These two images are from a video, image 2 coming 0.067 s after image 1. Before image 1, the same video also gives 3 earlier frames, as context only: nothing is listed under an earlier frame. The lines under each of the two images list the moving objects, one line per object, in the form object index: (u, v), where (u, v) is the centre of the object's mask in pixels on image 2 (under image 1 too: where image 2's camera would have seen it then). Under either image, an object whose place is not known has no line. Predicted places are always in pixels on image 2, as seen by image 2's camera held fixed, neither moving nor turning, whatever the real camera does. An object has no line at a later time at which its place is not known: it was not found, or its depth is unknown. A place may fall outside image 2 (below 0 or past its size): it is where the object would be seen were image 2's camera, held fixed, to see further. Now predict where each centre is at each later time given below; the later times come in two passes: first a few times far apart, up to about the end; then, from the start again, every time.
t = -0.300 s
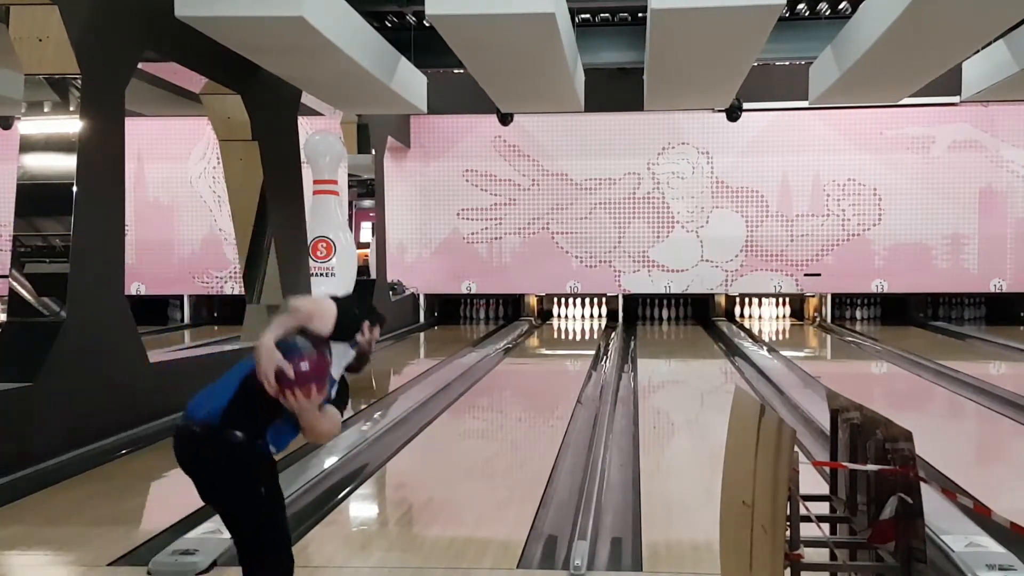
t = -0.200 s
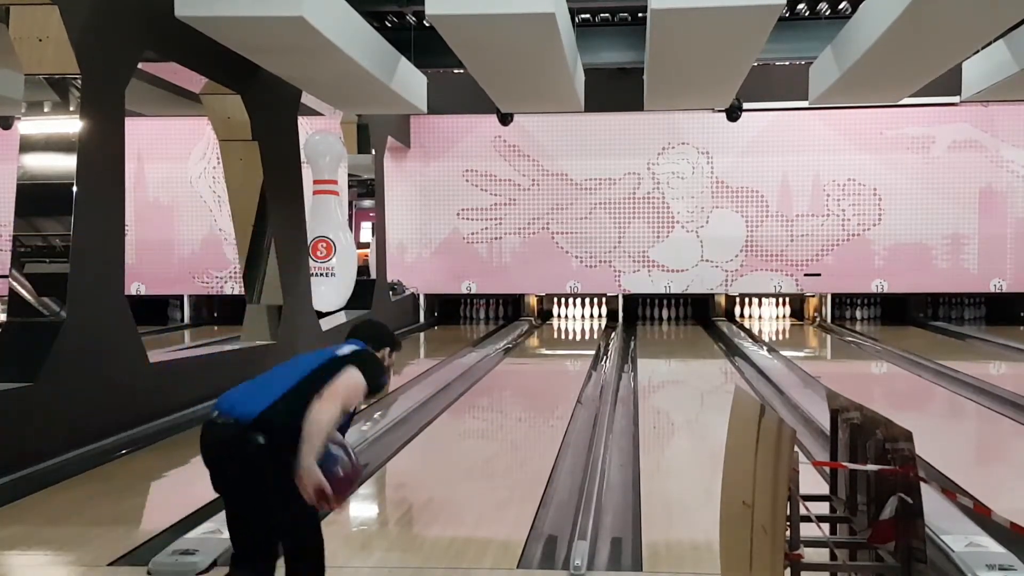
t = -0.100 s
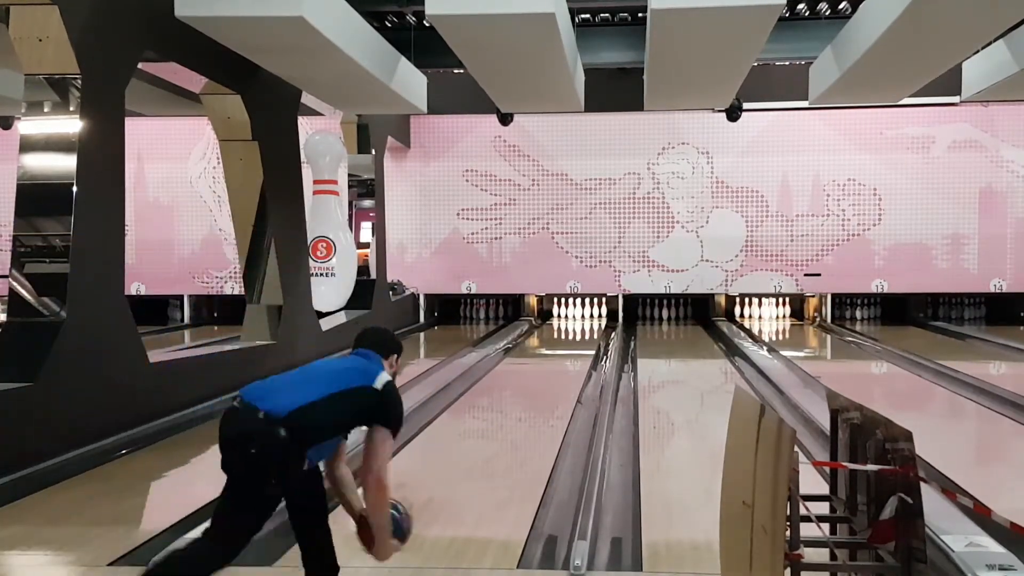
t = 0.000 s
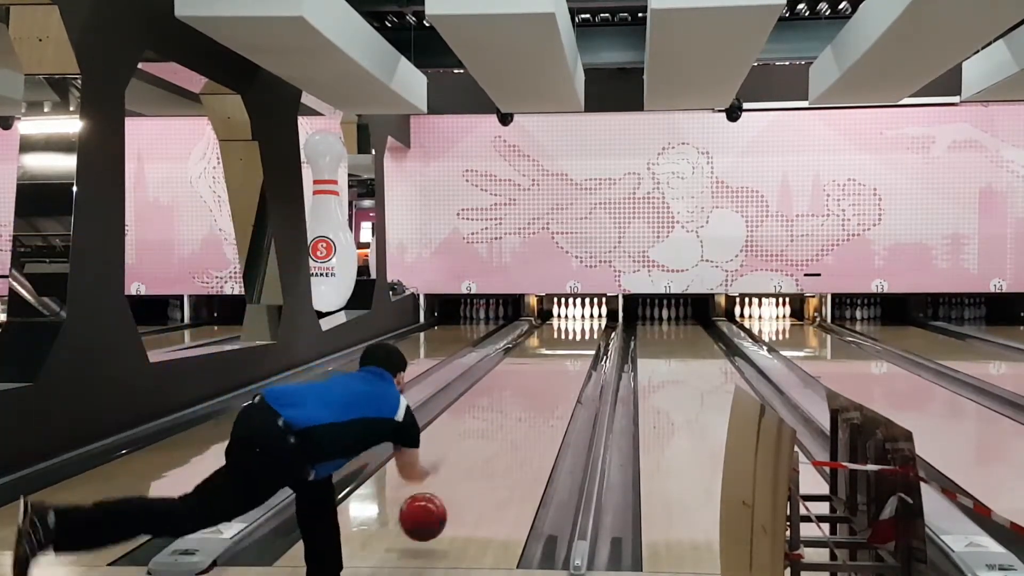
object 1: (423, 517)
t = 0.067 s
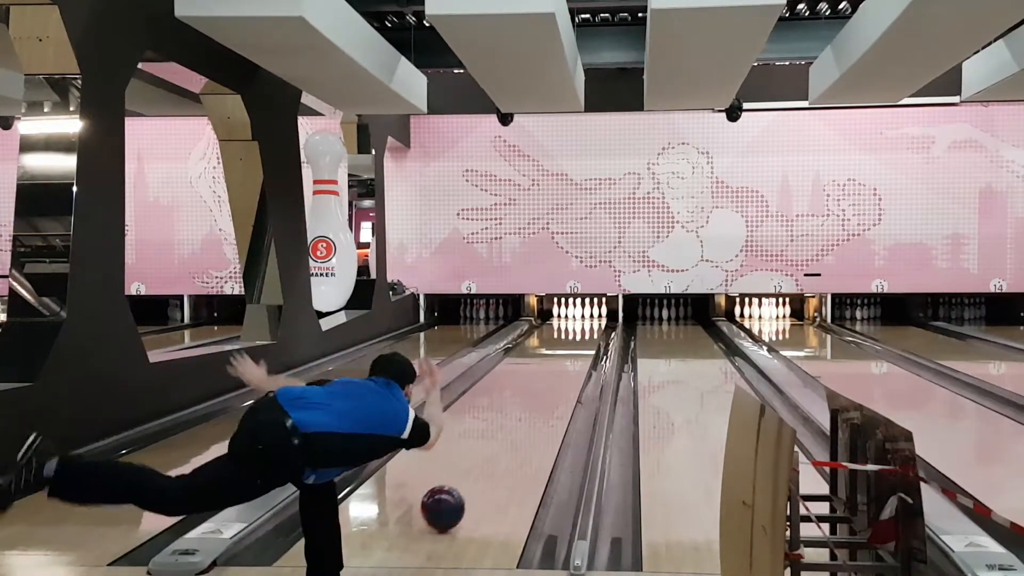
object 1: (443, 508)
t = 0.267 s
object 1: (486, 458)
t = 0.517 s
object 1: (521, 417)
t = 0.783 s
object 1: (545, 387)
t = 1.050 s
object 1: (562, 367)
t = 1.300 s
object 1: (572, 353)
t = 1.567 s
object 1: (579, 341)
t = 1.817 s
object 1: (583, 332)
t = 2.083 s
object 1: (584, 324)
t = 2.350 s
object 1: (582, 318)
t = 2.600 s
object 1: (579, 314)
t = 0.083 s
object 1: (447, 502)
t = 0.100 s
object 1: (451, 497)
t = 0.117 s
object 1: (455, 493)
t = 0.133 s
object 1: (459, 489)
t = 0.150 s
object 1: (463, 485)
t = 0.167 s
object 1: (467, 480)
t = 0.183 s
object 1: (470, 476)
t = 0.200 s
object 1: (474, 473)
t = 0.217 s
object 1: (477, 469)
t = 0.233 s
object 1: (480, 465)
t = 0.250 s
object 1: (483, 462)
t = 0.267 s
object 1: (486, 458)
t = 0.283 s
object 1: (489, 455)
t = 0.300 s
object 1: (492, 451)
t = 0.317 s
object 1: (495, 448)
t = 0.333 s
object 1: (497, 445)
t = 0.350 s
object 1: (500, 442)
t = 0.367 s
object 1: (502, 439)
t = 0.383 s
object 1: (504, 437)
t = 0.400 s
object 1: (507, 434)
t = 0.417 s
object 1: (509, 431)
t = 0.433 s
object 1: (511, 429)
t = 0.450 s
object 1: (513, 426)
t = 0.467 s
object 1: (515, 424)
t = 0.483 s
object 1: (517, 421)
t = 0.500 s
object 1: (519, 419)
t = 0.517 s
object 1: (521, 417)
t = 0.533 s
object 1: (523, 414)
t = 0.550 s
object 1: (525, 413)
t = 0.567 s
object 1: (526, 410)
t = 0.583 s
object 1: (528, 408)
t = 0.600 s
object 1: (530, 406)
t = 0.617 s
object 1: (531, 404)
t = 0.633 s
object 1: (533, 402)
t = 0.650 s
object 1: (534, 401)
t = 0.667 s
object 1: (536, 399)
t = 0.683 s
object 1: (537, 397)
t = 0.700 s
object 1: (539, 395)
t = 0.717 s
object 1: (540, 394)
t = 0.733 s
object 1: (541, 392)
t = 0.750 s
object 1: (543, 390)
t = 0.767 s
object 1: (544, 389)
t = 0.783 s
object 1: (545, 387)
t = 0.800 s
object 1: (547, 386)
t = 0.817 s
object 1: (548, 384)
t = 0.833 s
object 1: (549, 383)
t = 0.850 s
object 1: (550, 382)
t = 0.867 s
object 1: (551, 380)
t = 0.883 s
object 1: (552, 379)
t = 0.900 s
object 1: (553, 377)
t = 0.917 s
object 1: (554, 376)
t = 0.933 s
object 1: (555, 375)
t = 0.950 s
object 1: (556, 374)
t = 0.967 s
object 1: (557, 373)
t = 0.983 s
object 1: (558, 371)
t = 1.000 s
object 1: (559, 370)
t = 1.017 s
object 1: (560, 370)
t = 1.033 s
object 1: (561, 368)
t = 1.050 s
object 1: (562, 367)
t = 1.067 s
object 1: (563, 366)
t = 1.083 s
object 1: (563, 365)
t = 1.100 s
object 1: (564, 364)
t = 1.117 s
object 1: (565, 363)
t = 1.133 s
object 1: (566, 362)
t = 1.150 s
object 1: (566, 361)
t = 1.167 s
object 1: (567, 360)
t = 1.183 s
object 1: (568, 360)
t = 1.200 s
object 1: (569, 358)
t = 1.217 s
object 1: (569, 357)
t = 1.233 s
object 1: (570, 356)
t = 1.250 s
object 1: (570, 355)
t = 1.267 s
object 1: (571, 355)
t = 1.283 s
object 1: (572, 354)
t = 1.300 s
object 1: (572, 353)
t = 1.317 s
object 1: (573, 353)
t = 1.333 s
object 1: (573, 352)
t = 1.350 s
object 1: (574, 351)
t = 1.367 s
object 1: (574, 350)
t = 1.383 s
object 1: (575, 349)
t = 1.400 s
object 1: (575, 348)
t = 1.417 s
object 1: (576, 348)
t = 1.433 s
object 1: (576, 347)
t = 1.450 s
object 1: (577, 346)
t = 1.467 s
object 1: (577, 345)
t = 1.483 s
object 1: (578, 344)
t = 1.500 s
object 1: (578, 343)
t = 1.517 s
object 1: (578, 343)
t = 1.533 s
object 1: (579, 342)
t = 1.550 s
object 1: (579, 342)
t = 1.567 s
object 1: (579, 341)
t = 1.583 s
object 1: (579, 340)
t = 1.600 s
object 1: (580, 340)
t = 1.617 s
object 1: (580, 339)
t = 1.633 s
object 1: (581, 338)
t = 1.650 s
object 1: (581, 338)
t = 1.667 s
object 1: (581, 337)
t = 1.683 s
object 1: (581, 337)
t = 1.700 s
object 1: (581, 336)
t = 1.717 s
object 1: (582, 336)
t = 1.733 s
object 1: (582, 335)
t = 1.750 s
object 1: (582, 334)
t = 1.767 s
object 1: (583, 334)
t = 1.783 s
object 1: (582, 333)
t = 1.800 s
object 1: (583, 332)
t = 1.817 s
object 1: (583, 332)
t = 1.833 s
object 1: (583, 331)
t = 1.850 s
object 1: (583, 331)
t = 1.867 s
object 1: (583, 330)
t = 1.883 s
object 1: (584, 330)
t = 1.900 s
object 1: (584, 329)
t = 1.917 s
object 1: (584, 329)
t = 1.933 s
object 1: (584, 328)
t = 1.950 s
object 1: (584, 328)
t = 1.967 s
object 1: (584, 327)
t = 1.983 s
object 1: (584, 327)
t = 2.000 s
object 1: (584, 327)
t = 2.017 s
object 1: (584, 326)
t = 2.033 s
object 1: (584, 326)
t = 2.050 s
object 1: (585, 325)
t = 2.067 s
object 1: (584, 325)
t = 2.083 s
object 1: (584, 324)
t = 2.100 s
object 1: (584, 324)
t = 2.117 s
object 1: (584, 323)
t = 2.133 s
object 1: (584, 323)
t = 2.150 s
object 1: (584, 323)
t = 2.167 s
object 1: (584, 322)
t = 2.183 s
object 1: (584, 322)
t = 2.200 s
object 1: (584, 322)
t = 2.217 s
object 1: (584, 321)
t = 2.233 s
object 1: (583, 321)
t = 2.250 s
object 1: (583, 320)
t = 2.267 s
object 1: (583, 320)
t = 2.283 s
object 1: (583, 319)
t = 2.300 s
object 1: (583, 319)
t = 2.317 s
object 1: (583, 319)
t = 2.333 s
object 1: (583, 318)
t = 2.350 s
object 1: (582, 318)
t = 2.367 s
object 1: (582, 318)
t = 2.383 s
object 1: (582, 318)
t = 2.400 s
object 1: (581, 317)
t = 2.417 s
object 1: (581, 317)
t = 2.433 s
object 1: (581, 317)
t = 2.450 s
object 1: (581, 317)
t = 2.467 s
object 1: (581, 316)
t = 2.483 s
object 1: (580, 316)
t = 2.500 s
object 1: (580, 315)
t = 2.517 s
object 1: (580, 315)
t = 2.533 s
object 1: (579, 315)
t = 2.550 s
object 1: (579, 315)
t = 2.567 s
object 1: (579, 315)
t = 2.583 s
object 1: (579, 314)
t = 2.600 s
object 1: (579, 314)
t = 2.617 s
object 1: (579, 314)
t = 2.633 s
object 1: (579, 314)
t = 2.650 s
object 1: (579, 313)
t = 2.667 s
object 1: (578, 314)
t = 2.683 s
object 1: (577, 312)
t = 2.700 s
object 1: (576, 312)
